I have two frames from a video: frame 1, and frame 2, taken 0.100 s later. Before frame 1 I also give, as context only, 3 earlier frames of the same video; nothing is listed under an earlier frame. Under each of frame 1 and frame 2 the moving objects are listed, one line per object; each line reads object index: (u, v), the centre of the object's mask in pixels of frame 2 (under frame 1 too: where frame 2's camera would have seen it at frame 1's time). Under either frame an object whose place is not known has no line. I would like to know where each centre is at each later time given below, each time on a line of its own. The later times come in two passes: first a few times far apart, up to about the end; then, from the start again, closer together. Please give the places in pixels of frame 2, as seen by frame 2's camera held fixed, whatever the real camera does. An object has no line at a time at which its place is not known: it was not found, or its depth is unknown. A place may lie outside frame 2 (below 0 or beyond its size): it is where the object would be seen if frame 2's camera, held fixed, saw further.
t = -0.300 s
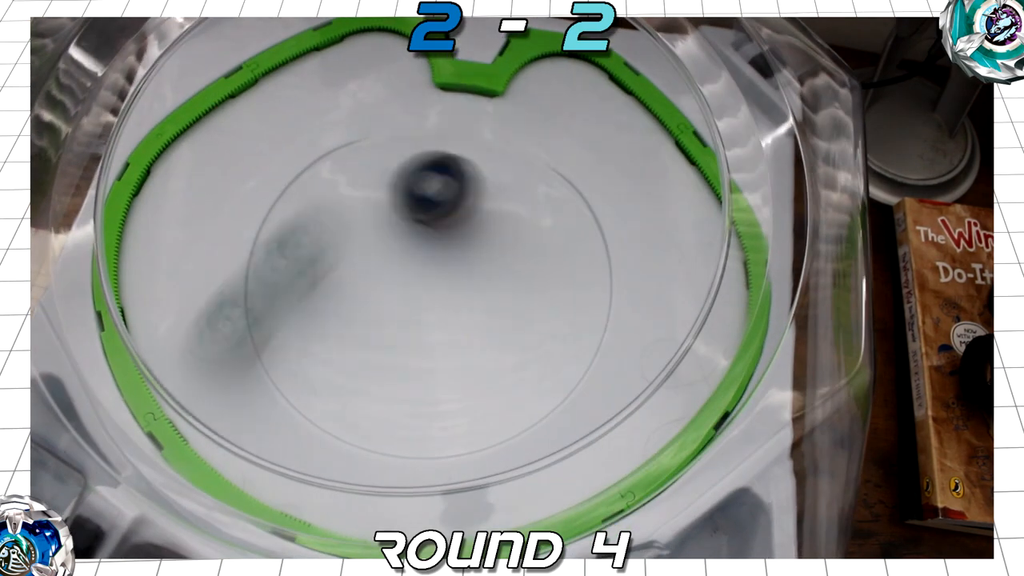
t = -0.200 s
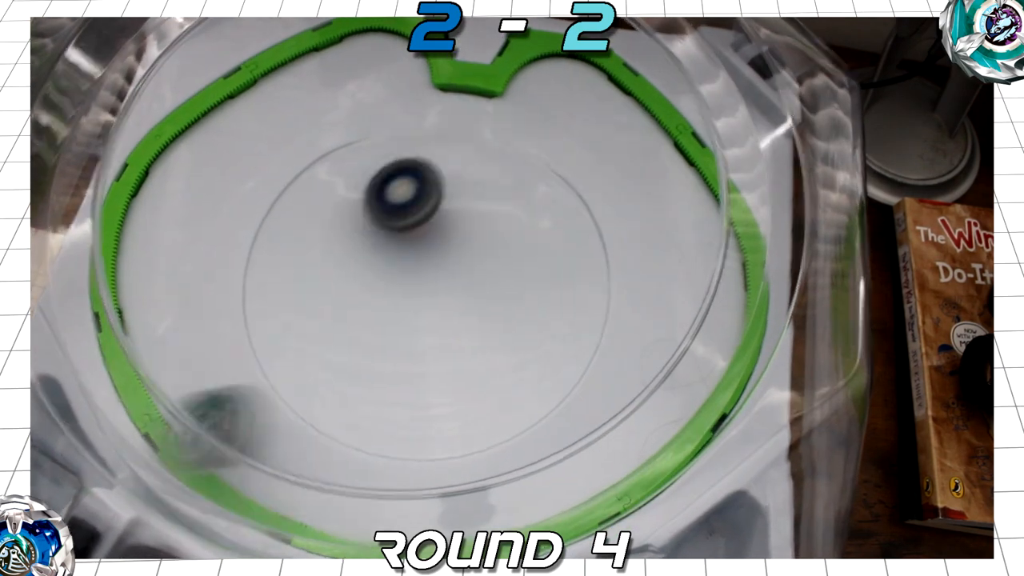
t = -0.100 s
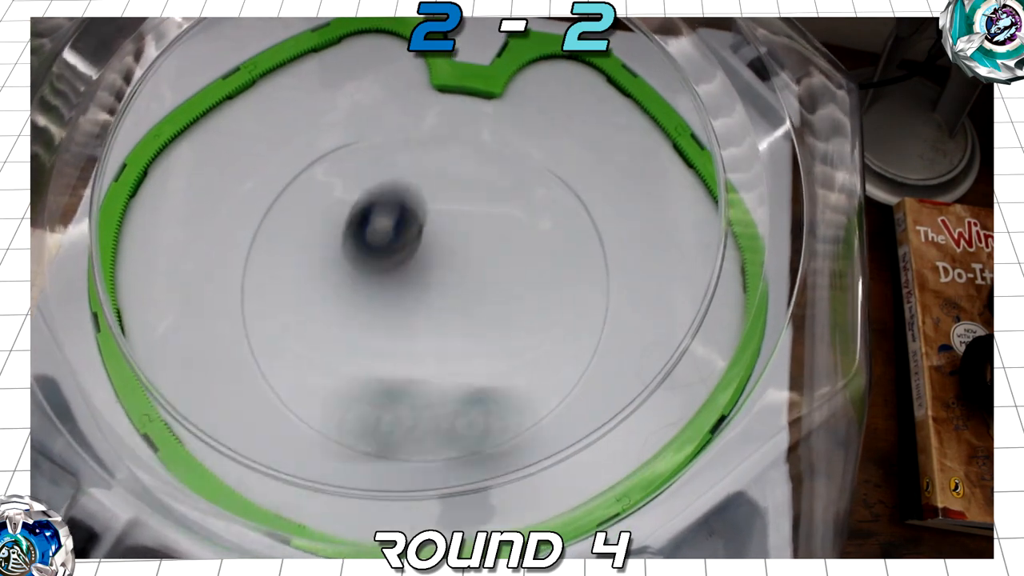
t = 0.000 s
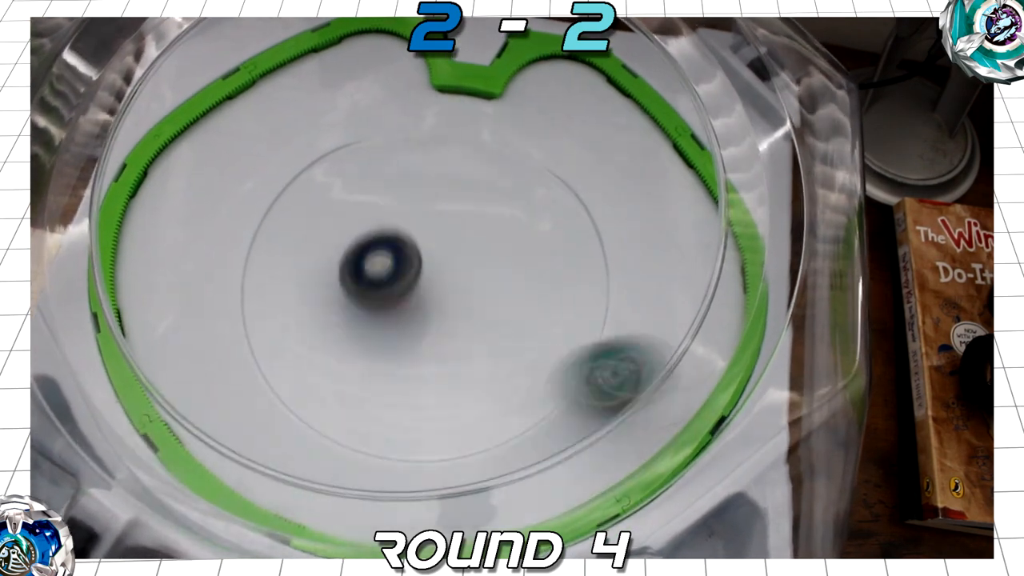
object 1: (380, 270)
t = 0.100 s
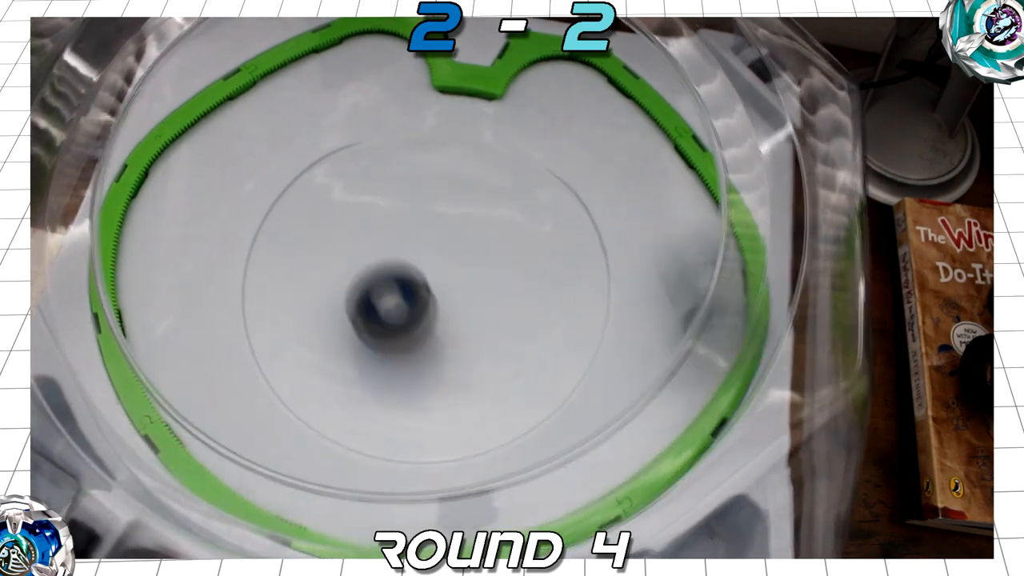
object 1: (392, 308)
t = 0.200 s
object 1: (411, 342)
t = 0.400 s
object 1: (445, 372)
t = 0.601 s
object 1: (421, 429)
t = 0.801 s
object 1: (407, 363)
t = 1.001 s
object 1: (397, 263)
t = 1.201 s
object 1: (470, 234)
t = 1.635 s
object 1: (644, 244)
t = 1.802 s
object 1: (543, 234)
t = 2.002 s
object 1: (393, 233)
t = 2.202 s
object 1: (321, 259)
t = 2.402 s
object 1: (354, 304)
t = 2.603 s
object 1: (420, 312)
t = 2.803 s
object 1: (470, 306)
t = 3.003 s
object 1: (460, 298)
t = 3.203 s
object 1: (385, 277)
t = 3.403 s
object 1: (325, 272)
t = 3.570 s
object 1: (292, 321)
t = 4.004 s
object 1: (295, 417)
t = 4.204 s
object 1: (401, 327)
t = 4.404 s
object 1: (452, 243)
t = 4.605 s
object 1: (442, 217)
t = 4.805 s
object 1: (408, 225)
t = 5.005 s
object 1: (401, 228)
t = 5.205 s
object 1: (448, 224)
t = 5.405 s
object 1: (473, 228)
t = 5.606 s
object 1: (457, 247)
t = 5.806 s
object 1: (454, 271)
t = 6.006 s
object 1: (465, 310)
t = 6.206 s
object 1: (412, 312)
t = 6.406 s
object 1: (362, 300)
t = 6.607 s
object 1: (367, 297)
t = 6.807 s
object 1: (482, 193)
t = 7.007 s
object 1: (494, 197)
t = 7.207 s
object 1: (432, 257)
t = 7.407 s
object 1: (384, 304)
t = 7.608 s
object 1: (383, 306)
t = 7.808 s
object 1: (411, 299)
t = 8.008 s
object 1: (433, 280)
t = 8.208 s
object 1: (426, 280)
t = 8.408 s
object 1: (444, 276)
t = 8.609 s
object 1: (479, 276)
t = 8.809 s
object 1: (460, 276)
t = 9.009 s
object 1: (401, 274)
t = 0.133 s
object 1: (396, 316)
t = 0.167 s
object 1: (402, 329)
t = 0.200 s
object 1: (411, 342)
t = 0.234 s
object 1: (419, 352)
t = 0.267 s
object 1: (426, 360)
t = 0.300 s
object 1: (432, 366)
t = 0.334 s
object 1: (437, 370)
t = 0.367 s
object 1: (441, 372)
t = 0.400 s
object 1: (445, 372)
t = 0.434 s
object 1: (447, 369)
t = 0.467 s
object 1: (448, 364)
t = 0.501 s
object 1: (448, 364)
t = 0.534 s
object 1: (441, 380)
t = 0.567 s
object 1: (431, 407)
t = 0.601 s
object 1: (421, 429)
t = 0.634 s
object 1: (414, 433)
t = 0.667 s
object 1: (411, 424)
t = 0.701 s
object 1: (410, 415)
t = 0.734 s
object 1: (409, 400)
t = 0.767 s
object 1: (408, 386)
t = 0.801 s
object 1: (407, 363)
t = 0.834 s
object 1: (407, 345)
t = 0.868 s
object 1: (406, 324)
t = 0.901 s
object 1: (404, 310)
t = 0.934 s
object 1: (403, 291)
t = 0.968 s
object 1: (400, 278)
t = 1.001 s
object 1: (397, 263)
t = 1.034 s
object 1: (395, 246)
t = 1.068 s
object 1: (395, 234)
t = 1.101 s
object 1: (394, 230)
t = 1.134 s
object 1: (394, 223)
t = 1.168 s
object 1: (394, 218)
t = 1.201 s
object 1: (470, 234)
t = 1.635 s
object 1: (644, 244)
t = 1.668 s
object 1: (625, 241)
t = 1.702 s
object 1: (608, 237)
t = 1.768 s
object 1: (569, 235)
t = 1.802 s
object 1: (543, 234)
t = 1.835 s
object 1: (512, 233)
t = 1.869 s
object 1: (487, 232)
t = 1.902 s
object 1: (464, 231)
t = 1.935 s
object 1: (438, 231)
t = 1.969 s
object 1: (420, 232)
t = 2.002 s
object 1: (393, 233)
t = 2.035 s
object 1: (371, 235)
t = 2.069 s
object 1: (351, 239)
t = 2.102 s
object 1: (339, 242)
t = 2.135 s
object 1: (331, 247)
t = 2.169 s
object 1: (325, 253)
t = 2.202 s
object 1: (321, 259)
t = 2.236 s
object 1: (321, 267)
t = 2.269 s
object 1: (325, 275)
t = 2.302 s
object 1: (330, 283)
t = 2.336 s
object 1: (336, 291)
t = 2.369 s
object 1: (342, 297)
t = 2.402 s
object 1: (354, 304)
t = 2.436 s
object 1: (367, 309)
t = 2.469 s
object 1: (378, 312)
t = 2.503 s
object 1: (387, 314)
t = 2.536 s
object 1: (399, 315)
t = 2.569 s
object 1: (408, 314)
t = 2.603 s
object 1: (420, 312)
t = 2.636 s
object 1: (433, 310)
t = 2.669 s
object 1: (444, 308)
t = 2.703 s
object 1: (452, 308)
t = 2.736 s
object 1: (458, 307)
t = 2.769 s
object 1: (463, 307)
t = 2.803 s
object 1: (470, 306)
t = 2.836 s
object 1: (473, 305)
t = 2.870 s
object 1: (474, 304)
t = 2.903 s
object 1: (473, 303)
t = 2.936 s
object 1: (471, 302)
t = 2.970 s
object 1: (467, 300)
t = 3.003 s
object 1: (460, 298)
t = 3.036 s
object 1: (448, 295)
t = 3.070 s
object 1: (434, 290)
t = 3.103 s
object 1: (422, 287)
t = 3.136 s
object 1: (410, 283)
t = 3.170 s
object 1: (400, 280)
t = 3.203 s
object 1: (385, 277)
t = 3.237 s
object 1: (369, 274)
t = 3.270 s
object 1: (356, 272)
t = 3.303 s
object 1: (347, 272)
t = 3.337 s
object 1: (337, 271)
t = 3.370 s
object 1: (331, 271)
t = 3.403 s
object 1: (325, 272)
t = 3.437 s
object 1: (323, 274)
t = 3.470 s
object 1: (323, 276)
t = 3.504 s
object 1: (326, 277)
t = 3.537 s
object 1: (328, 278)
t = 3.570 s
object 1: (292, 321)
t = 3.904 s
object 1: (247, 448)
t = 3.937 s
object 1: (267, 432)
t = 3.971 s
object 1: (278, 427)
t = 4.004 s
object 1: (295, 417)
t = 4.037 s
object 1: (316, 403)
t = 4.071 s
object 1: (337, 388)
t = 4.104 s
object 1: (353, 372)
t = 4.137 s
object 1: (372, 355)
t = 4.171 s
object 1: (389, 339)
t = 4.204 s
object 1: (401, 327)
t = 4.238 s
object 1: (416, 310)
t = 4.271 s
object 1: (429, 291)
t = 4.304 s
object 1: (438, 275)
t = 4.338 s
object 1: (443, 264)
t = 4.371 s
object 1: (448, 252)
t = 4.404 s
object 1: (452, 243)
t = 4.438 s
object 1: (454, 231)
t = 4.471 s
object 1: (454, 225)
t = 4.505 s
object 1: (453, 221)
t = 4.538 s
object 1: (451, 219)
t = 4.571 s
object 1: (447, 217)
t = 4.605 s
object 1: (442, 217)
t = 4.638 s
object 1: (435, 218)
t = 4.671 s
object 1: (428, 219)
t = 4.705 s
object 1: (421, 221)
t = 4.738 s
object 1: (416, 223)
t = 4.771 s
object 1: (413, 224)
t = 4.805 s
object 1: (408, 225)
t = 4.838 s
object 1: (404, 226)
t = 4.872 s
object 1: (402, 227)
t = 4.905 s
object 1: (400, 227)
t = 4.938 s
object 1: (399, 228)
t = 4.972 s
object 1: (399, 228)
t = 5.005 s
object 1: (401, 228)
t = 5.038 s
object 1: (406, 228)
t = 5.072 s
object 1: (414, 228)
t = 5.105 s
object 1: (422, 227)
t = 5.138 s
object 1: (430, 227)
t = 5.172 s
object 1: (438, 225)
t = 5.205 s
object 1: (448, 224)
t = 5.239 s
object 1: (457, 223)
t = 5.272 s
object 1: (465, 222)
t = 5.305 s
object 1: (469, 223)
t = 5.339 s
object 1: (471, 224)
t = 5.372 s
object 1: (473, 225)
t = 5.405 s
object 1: (473, 228)
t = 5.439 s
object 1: (472, 231)
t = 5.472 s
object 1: (470, 234)
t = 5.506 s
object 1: (467, 237)
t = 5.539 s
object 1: (464, 240)
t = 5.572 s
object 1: (461, 243)
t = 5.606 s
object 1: (457, 247)
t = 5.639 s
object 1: (454, 251)
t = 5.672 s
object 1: (452, 255)
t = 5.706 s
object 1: (451, 259)
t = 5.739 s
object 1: (451, 263)
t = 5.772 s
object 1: (452, 266)
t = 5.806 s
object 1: (454, 271)
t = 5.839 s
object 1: (458, 278)
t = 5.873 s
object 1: (461, 287)
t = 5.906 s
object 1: (464, 293)
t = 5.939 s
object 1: (465, 300)
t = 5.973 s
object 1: (466, 304)
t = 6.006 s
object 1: (465, 310)
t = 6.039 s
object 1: (463, 315)
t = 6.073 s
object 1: (460, 318)
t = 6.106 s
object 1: (458, 318)
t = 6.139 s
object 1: (446, 316)
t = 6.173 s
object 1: (429, 315)
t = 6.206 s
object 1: (412, 312)
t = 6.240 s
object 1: (395, 309)
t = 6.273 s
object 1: (382, 305)
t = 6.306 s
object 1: (373, 302)
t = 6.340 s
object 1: (369, 301)
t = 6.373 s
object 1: (366, 301)
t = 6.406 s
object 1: (362, 300)
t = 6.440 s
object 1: (361, 300)
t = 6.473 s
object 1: (360, 302)
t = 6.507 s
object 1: (359, 304)
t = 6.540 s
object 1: (358, 305)
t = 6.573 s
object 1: (357, 306)
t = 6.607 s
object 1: (367, 297)
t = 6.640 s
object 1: (397, 271)
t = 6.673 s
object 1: (422, 248)
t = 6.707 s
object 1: (437, 234)
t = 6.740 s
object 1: (456, 216)
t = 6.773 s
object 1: (471, 202)
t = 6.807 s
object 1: (482, 193)
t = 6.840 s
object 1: (493, 186)
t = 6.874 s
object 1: (500, 183)
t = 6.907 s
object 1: (502, 184)
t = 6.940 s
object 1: (501, 186)
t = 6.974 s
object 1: (500, 190)
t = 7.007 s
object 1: (494, 197)
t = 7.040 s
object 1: (485, 207)
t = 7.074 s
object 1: (474, 217)
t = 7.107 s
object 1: (463, 228)
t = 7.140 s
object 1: (453, 236)
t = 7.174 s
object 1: (442, 247)
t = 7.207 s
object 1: (432, 257)
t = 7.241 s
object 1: (420, 268)
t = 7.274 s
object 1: (408, 279)
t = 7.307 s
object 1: (399, 289)
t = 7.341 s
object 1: (393, 294)
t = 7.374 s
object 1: (388, 300)
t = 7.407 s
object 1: (384, 304)
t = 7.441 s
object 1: (380, 308)
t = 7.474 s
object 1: (379, 310)
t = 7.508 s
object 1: (379, 310)
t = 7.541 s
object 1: (380, 309)
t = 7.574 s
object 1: (381, 308)
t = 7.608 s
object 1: (383, 306)
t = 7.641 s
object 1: (387, 304)
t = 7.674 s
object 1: (392, 302)
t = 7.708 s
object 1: (398, 300)
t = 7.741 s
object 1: (402, 300)
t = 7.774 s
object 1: (406, 300)
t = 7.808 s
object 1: (411, 299)
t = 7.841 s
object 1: (416, 298)
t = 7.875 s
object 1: (420, 294)
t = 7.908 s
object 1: (425, 290)
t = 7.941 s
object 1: (428, 287)
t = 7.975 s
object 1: (431, 283)
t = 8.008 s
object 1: (433, 280)
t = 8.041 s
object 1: (436, 278)
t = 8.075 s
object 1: (437, 277)
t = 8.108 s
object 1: (436, 277)
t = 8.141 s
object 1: (434, 278)
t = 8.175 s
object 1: (431, 279)
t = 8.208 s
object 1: (426, 280)
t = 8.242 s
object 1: (419, 282)
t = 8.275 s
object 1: (415, 283)
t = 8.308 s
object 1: (426, 280)
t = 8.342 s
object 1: (434, 278)
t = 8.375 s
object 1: (439, 277)
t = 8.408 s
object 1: (444, 276)
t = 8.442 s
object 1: (447, 275)
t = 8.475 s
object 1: (450, 274)
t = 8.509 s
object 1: (462, 275)
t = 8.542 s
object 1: (472, 275)
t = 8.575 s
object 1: (476, 276)
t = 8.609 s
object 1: (479, 276)
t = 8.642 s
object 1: (480, 276)
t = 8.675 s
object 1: (477, 274)
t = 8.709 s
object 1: (473, 273)
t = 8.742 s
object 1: (469, 274)
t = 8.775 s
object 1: (466, 275)
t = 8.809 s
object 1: (460, 276)
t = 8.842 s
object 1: (454, 275)
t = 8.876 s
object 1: (445, 273)
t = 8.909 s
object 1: (437, 270)
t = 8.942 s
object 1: (432, 266)
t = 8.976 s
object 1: (422, 266)
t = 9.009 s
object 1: (401, 274)
